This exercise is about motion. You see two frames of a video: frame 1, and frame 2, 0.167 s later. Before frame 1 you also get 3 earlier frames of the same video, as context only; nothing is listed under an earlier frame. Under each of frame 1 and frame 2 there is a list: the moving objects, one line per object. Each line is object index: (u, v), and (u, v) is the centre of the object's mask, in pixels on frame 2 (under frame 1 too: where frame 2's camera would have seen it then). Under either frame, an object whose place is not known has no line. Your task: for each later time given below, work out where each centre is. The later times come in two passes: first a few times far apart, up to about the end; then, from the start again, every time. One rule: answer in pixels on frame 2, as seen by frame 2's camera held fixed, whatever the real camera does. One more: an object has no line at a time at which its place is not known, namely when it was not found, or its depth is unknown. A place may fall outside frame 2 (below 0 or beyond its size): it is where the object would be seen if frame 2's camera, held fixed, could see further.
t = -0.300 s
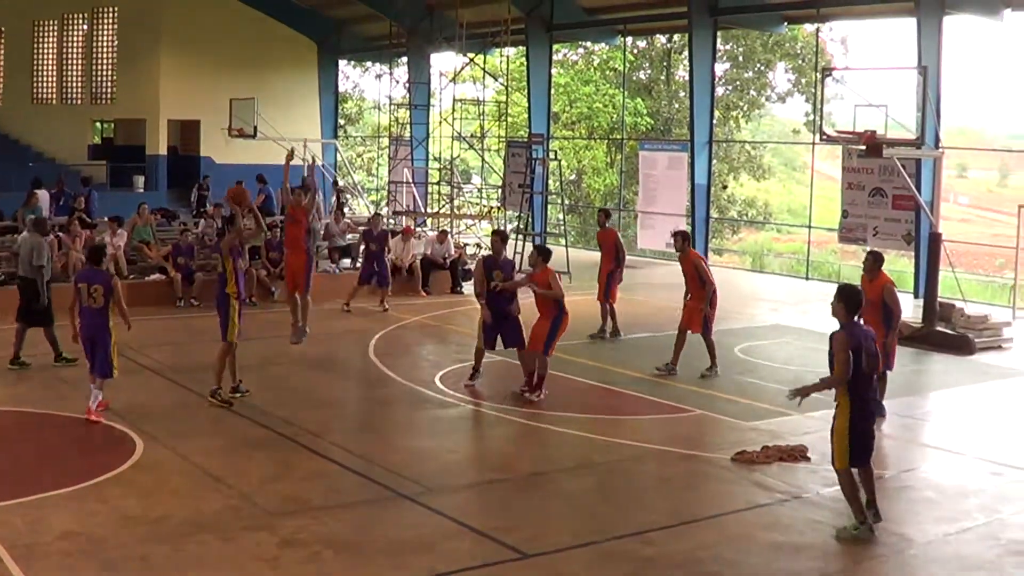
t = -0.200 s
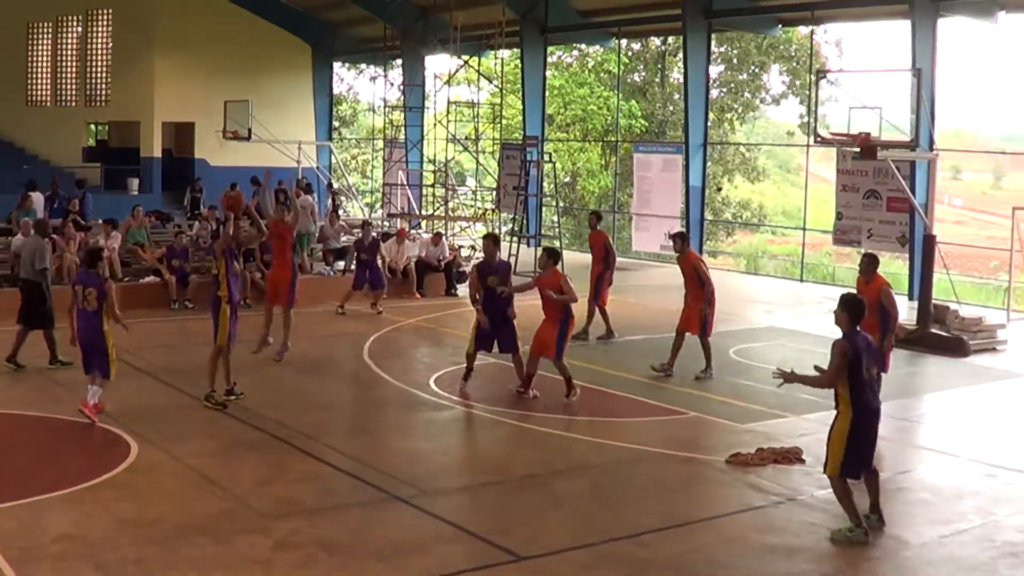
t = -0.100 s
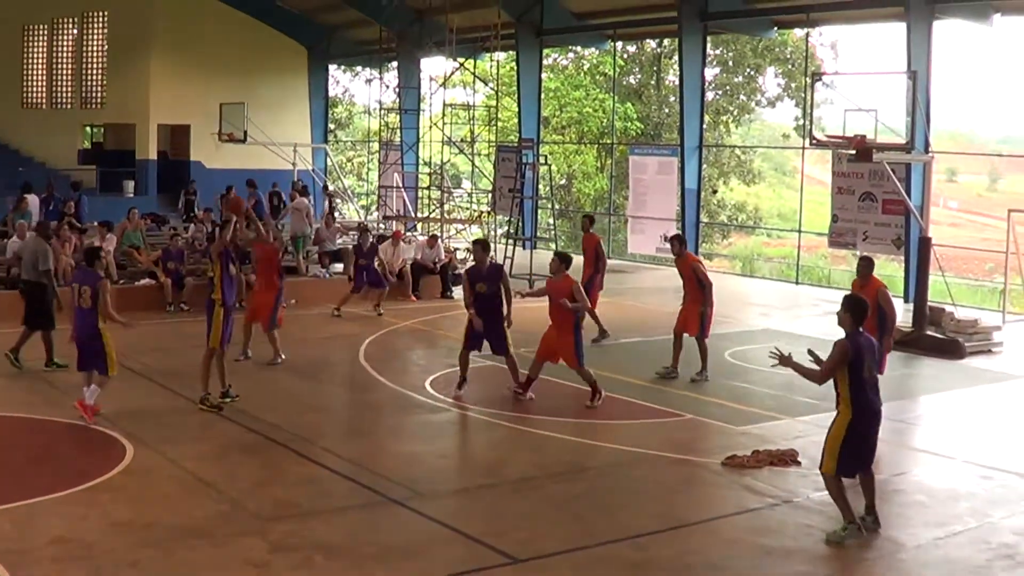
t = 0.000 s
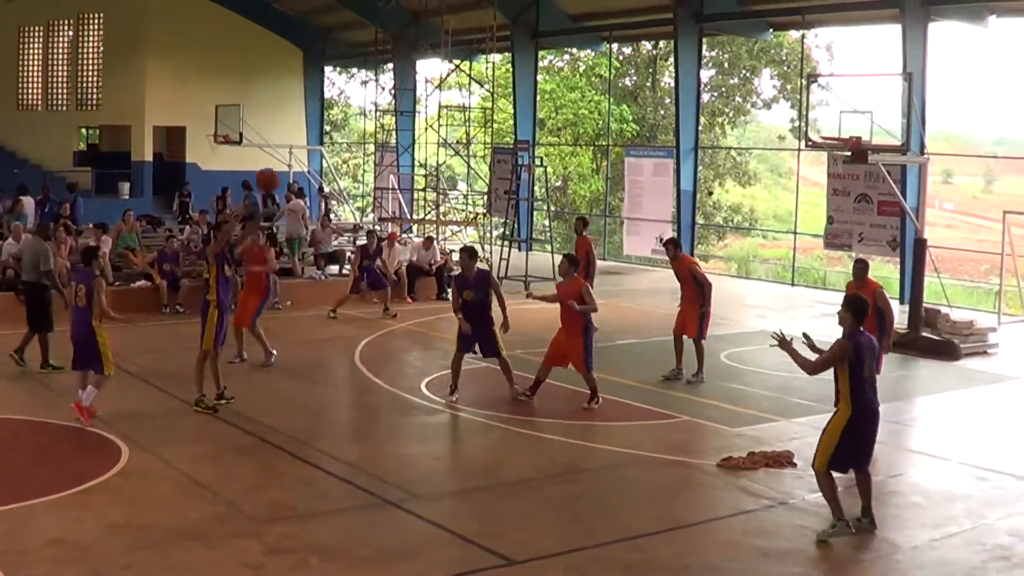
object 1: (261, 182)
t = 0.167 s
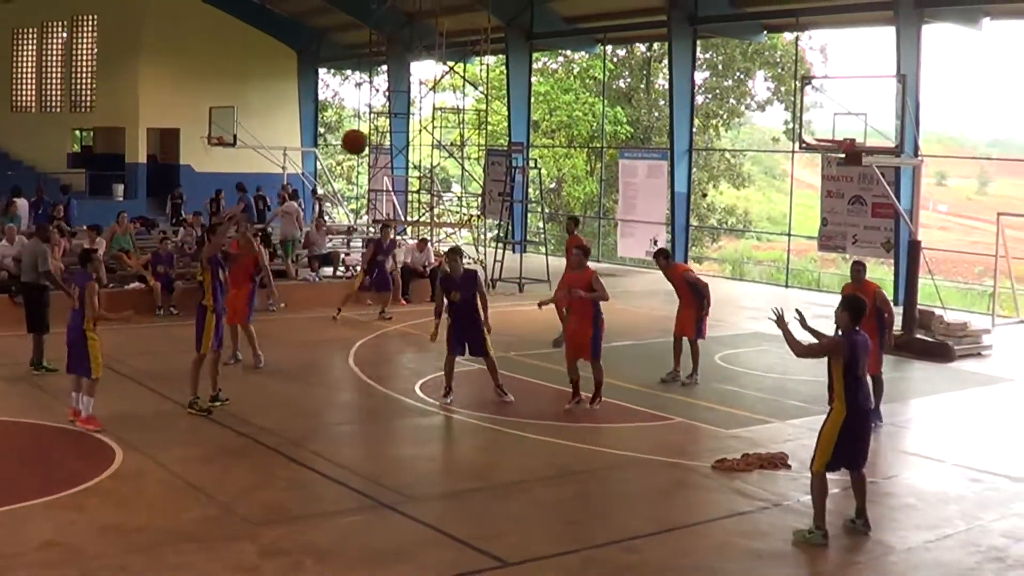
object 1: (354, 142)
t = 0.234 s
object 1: (394, 133)
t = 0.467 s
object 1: (555, 144)
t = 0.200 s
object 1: (375, 137)
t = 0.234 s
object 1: (394, 133)
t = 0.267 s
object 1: (416, 131)
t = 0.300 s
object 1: (438, 129)
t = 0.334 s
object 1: (460, 129)
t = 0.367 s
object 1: (483, 131)
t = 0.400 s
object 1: (507, 134)
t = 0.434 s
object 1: (530, 138)
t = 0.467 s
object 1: (555, 144)
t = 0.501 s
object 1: (579, 152)
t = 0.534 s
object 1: (604, 162)
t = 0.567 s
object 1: (630, 173)
